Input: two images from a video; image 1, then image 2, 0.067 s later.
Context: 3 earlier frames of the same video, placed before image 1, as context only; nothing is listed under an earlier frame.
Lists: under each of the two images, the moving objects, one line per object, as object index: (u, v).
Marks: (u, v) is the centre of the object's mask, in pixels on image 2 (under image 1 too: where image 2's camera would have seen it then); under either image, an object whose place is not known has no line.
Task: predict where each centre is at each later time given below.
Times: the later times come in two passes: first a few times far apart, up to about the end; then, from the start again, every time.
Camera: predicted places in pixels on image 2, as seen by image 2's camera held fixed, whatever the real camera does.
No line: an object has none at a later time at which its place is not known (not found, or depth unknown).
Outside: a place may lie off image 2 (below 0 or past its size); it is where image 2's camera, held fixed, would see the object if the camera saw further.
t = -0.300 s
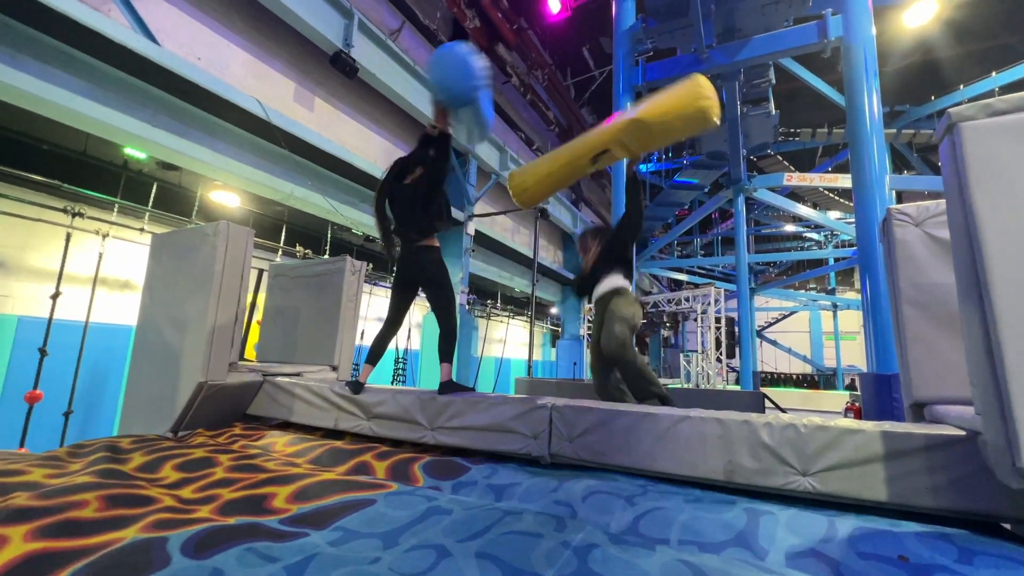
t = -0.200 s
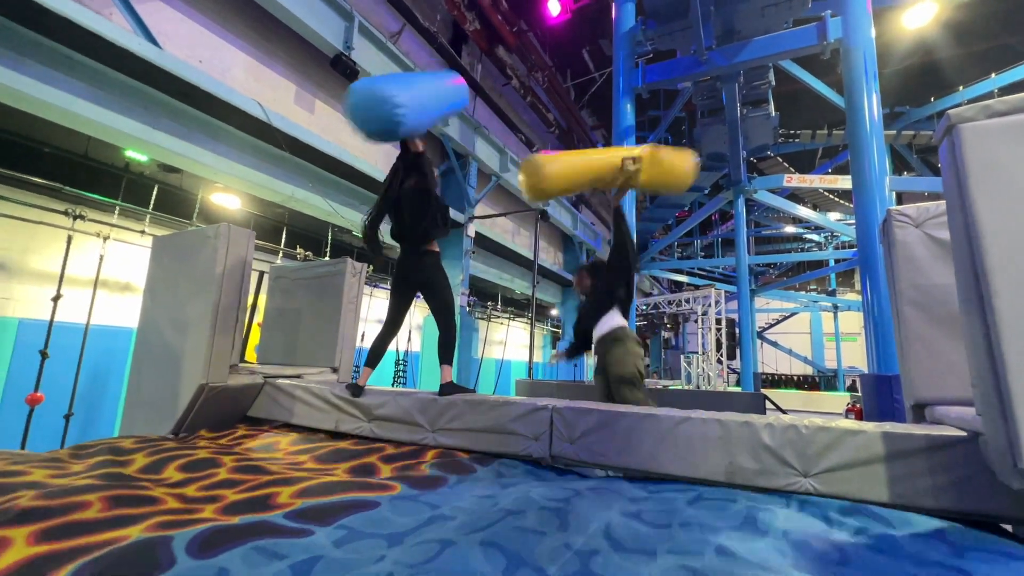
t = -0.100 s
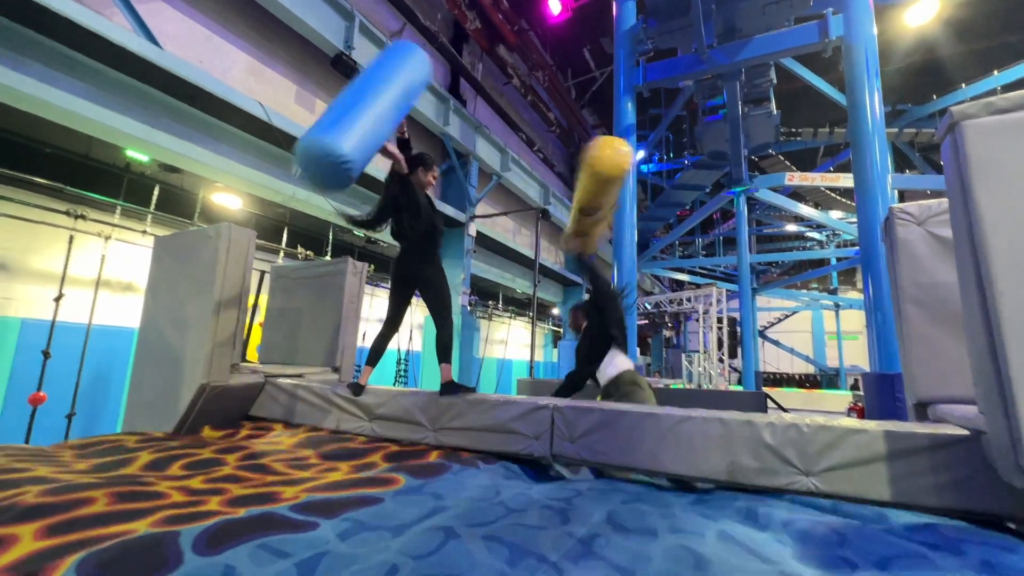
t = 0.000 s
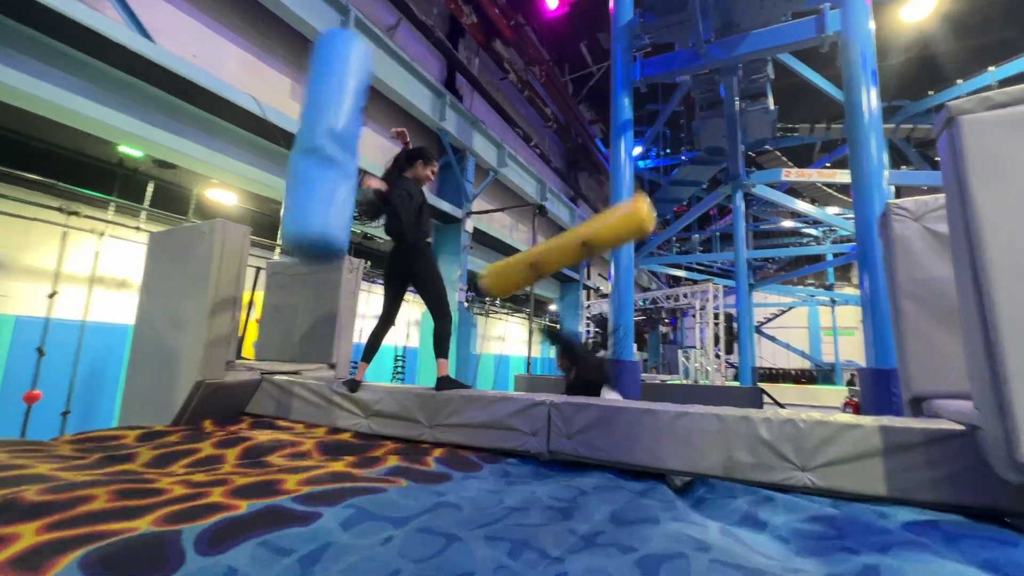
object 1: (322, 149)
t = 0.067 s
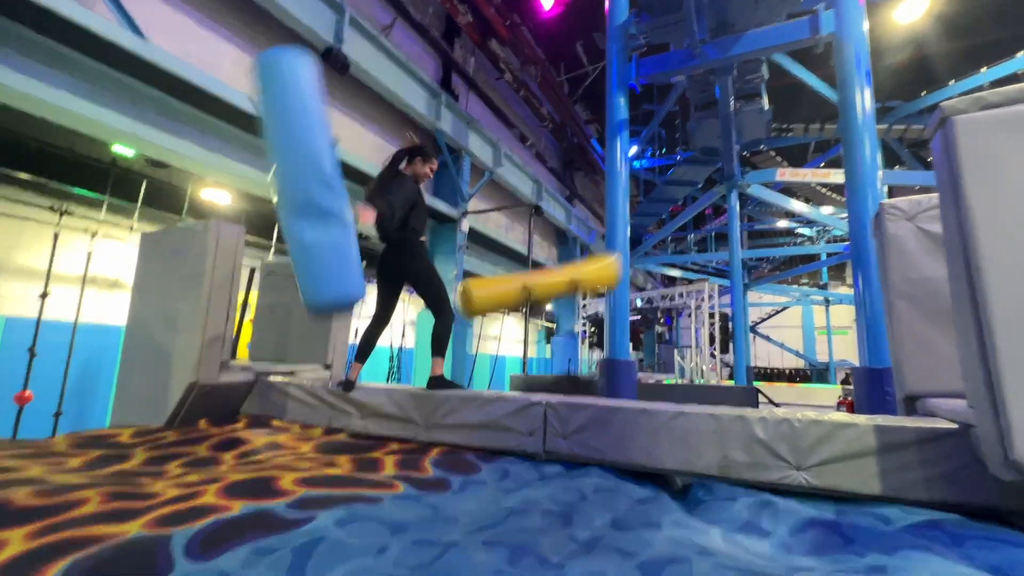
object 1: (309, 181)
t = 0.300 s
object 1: (241, 405)
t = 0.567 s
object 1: (247, 402)
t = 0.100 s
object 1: (301, 199)
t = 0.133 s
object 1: (292, 219)
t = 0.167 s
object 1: (277, 240)
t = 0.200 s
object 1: (268, 274)
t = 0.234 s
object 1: (259, 312)
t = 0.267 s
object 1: (250, 355)
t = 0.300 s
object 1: (241, 405)
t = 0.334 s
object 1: (250, 430)
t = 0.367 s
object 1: (248, 440)
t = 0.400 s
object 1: (245, 439)
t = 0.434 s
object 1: (245, 431)
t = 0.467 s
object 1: (249, 421)
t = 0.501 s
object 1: (249, 412)
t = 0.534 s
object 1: (248, 405)
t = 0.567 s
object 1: (247, 402)
